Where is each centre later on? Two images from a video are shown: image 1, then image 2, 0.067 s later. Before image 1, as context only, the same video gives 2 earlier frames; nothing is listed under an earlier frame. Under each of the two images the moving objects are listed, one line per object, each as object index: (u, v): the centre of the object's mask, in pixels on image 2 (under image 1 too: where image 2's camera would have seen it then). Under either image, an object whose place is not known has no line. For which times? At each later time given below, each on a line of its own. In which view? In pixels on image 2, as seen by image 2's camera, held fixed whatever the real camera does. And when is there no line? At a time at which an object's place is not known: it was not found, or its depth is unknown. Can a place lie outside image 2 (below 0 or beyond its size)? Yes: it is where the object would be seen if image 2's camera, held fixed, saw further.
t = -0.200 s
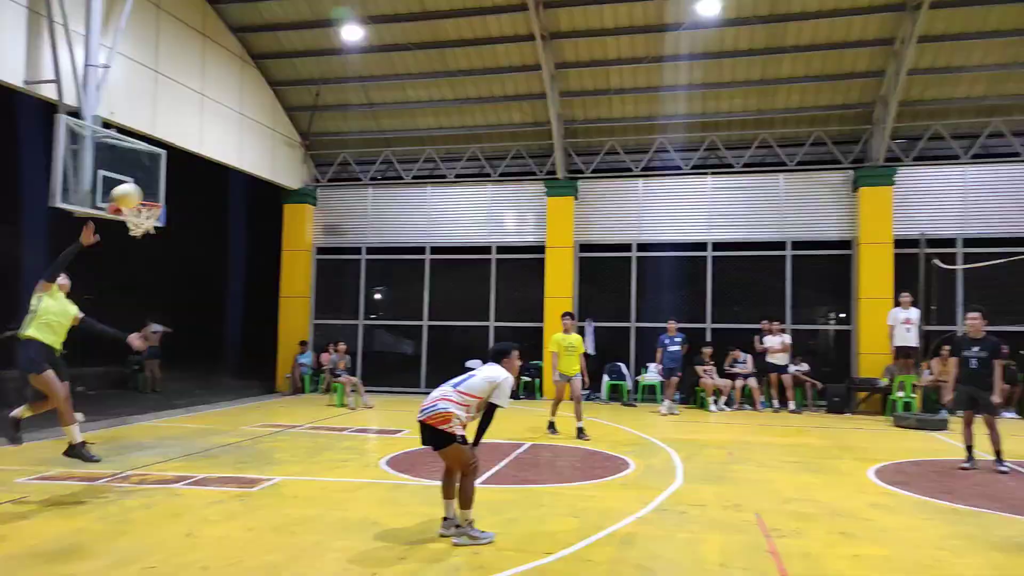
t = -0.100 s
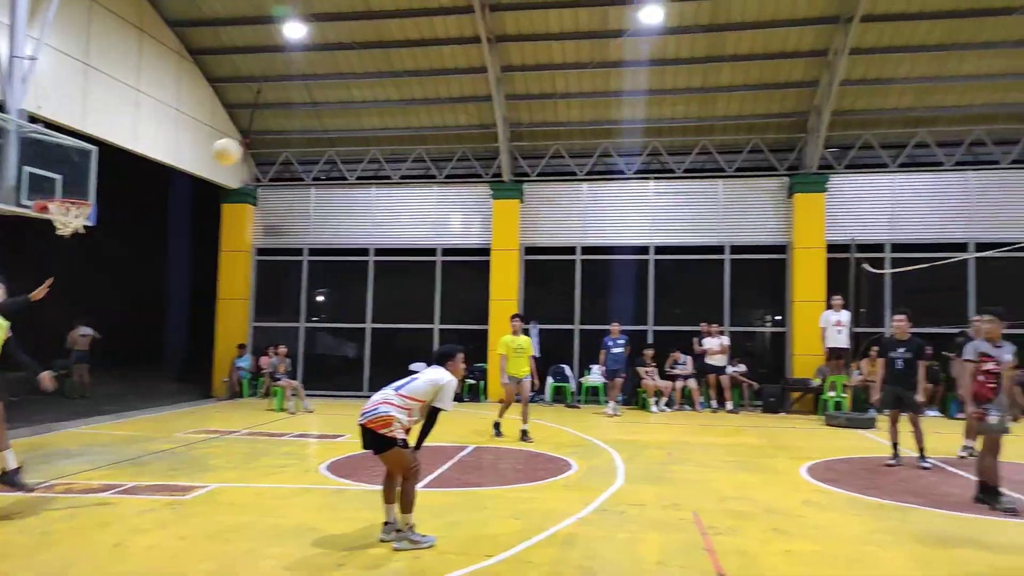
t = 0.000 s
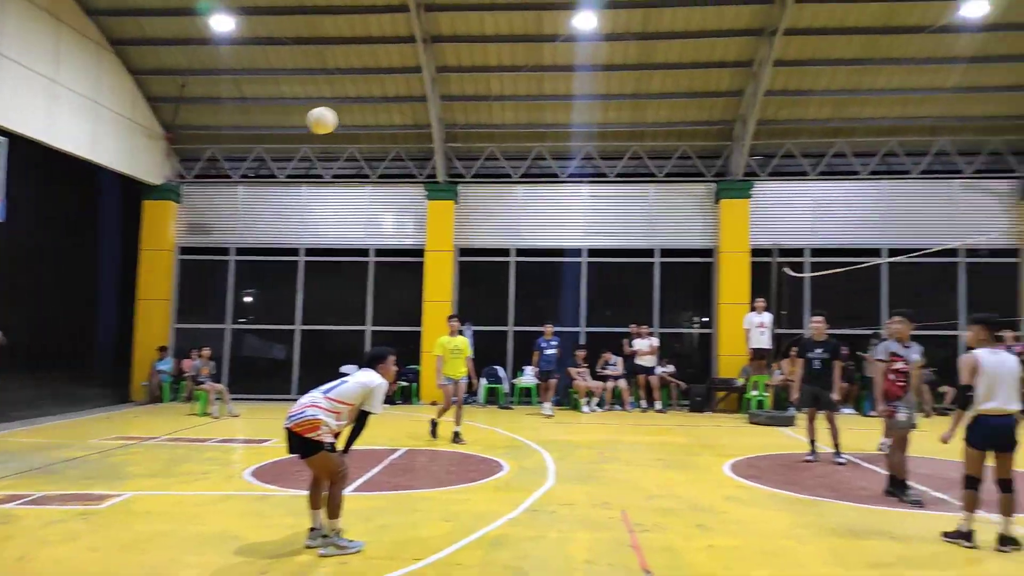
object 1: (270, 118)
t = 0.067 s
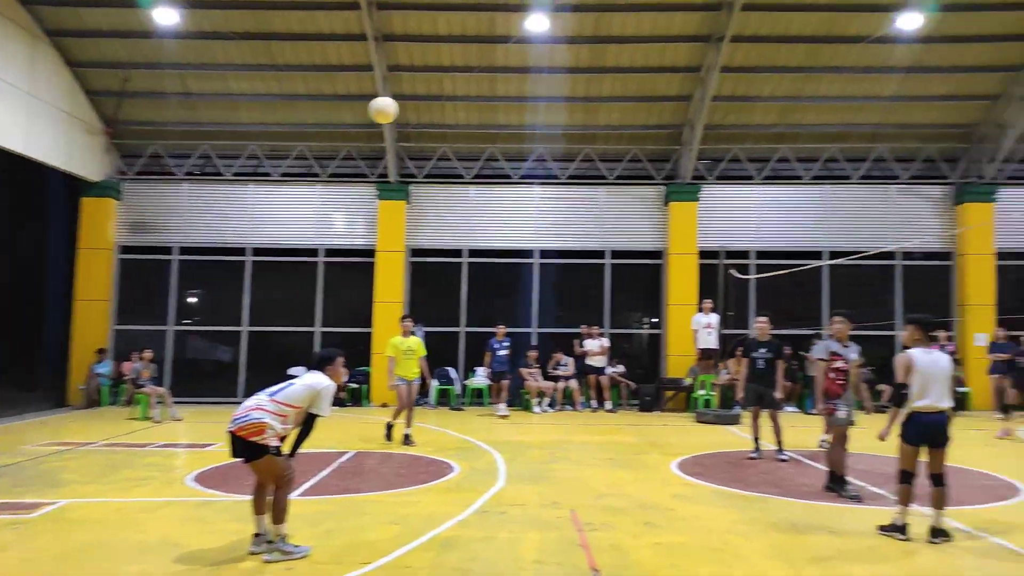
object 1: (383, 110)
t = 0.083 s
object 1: (411, 109)
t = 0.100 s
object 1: (437, 108)
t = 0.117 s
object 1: (464, 108)
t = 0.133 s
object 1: (490, 108)
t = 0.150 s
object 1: (515, 108)
